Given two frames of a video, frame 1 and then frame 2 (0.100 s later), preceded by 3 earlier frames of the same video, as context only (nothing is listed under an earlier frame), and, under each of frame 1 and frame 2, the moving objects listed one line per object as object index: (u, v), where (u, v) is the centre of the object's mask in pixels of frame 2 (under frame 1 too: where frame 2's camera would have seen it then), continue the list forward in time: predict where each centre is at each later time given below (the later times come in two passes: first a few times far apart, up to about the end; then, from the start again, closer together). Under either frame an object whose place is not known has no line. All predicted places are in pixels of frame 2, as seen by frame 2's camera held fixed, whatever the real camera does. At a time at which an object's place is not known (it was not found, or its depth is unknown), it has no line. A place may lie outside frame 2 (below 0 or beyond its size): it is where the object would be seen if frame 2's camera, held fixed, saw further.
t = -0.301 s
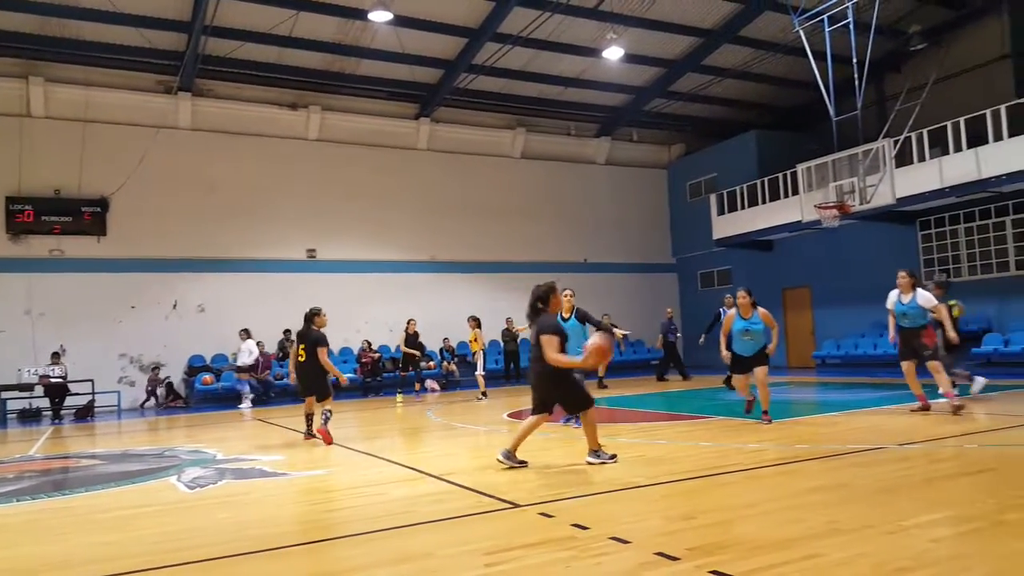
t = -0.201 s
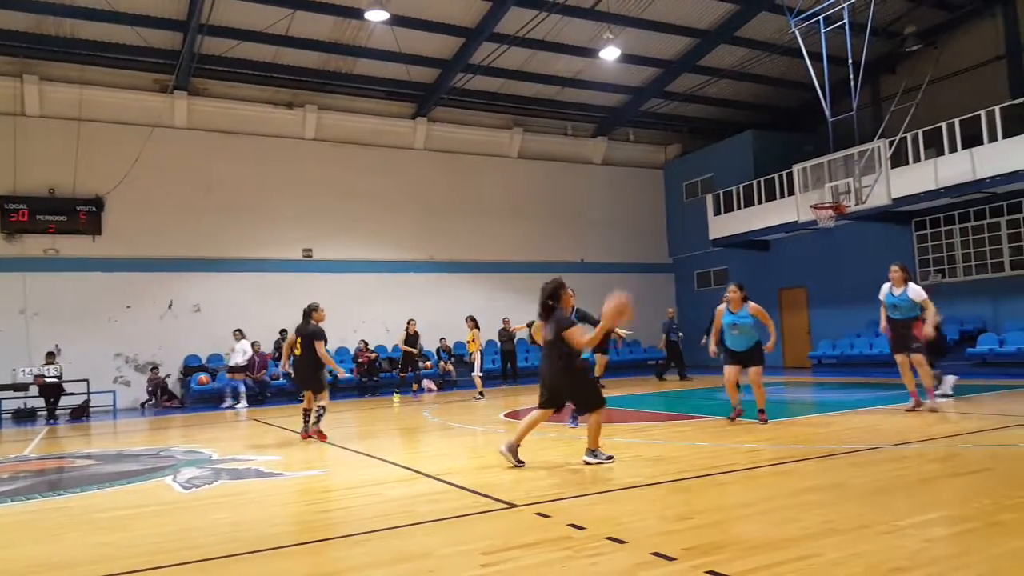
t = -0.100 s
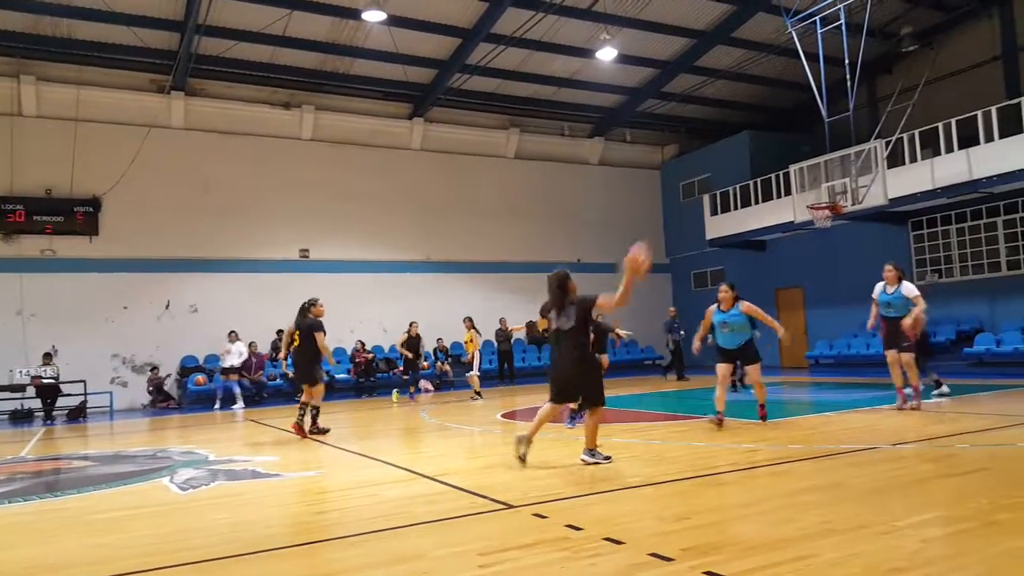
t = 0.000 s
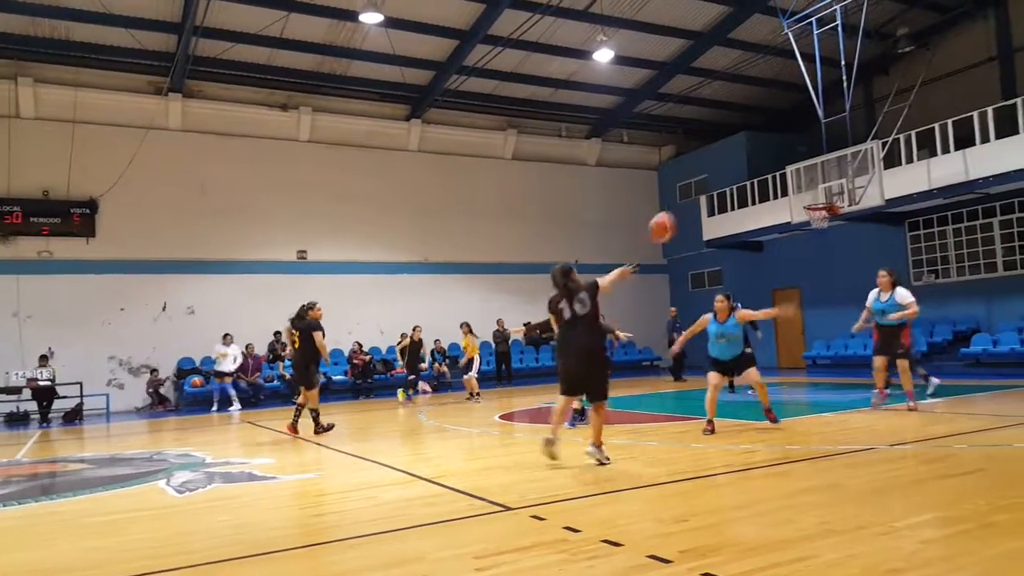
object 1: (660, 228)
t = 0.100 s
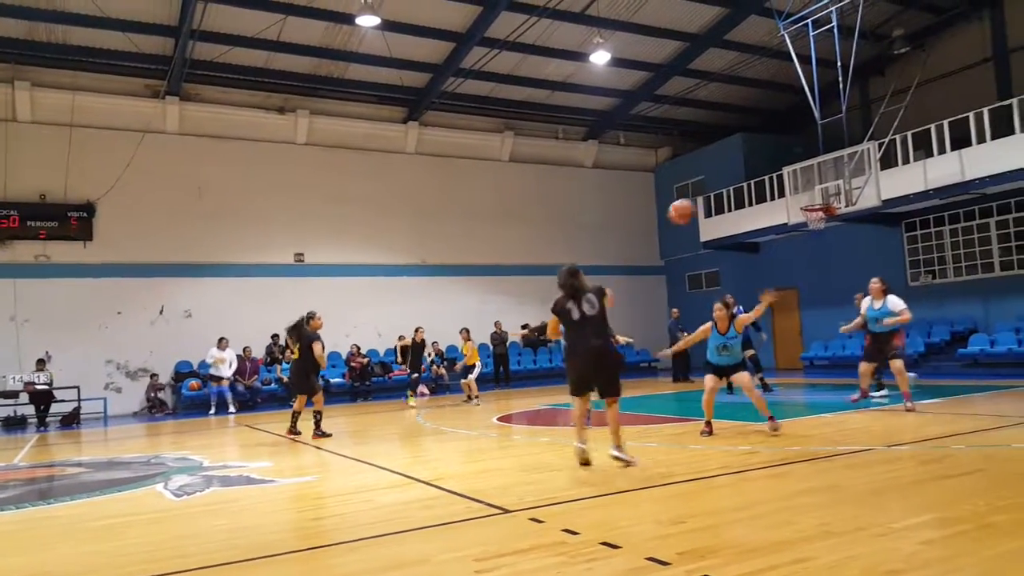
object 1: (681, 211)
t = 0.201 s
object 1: (700, 205)
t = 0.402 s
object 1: (734, 219)
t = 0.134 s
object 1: (687, 208)
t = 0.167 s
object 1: (694, 206)
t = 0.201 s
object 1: (700, 205)
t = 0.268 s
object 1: (712, 206)
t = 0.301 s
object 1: (718, 208)
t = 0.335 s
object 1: (723, 211)
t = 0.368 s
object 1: (728, 214)
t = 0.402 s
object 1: (734, 219)
